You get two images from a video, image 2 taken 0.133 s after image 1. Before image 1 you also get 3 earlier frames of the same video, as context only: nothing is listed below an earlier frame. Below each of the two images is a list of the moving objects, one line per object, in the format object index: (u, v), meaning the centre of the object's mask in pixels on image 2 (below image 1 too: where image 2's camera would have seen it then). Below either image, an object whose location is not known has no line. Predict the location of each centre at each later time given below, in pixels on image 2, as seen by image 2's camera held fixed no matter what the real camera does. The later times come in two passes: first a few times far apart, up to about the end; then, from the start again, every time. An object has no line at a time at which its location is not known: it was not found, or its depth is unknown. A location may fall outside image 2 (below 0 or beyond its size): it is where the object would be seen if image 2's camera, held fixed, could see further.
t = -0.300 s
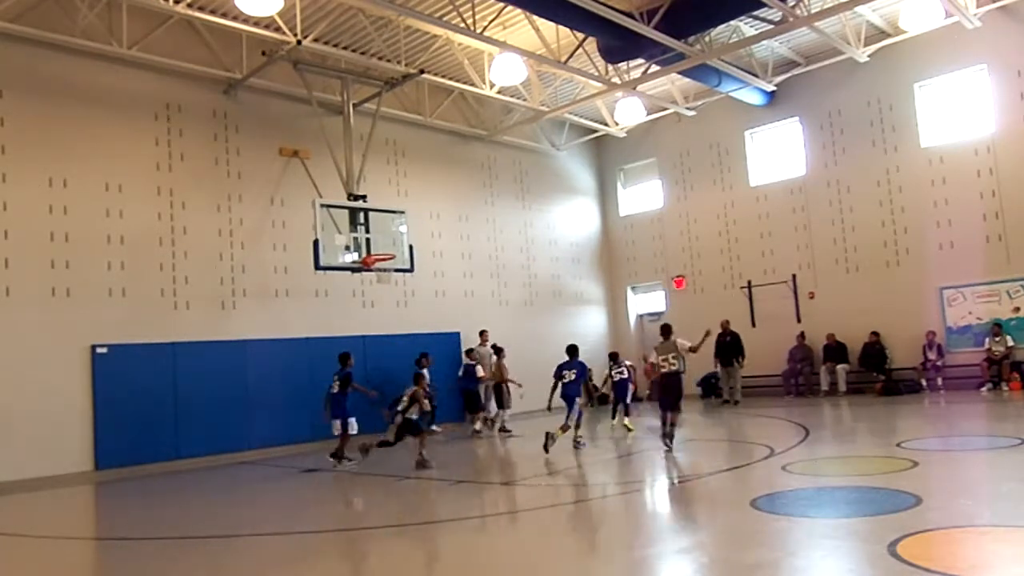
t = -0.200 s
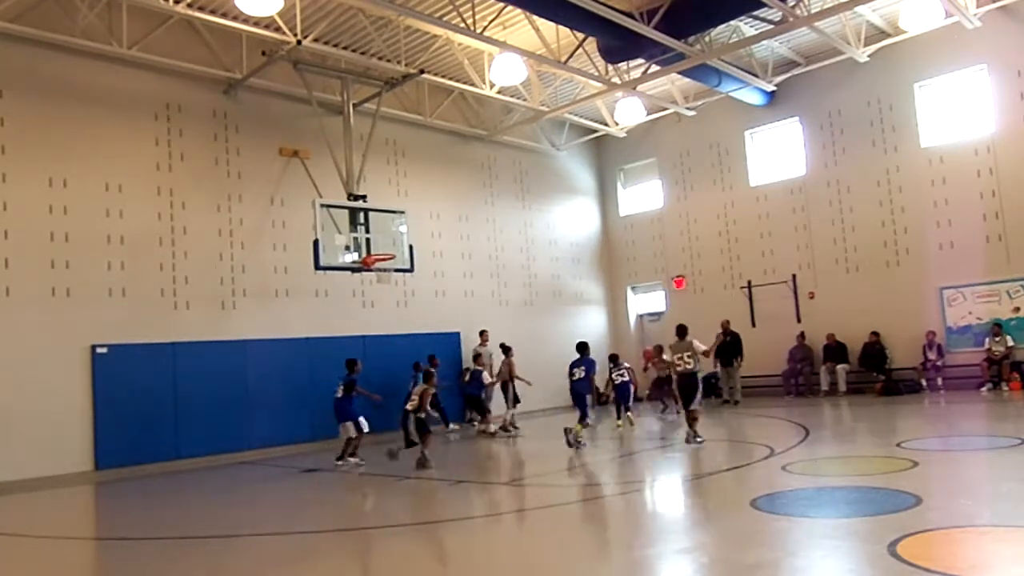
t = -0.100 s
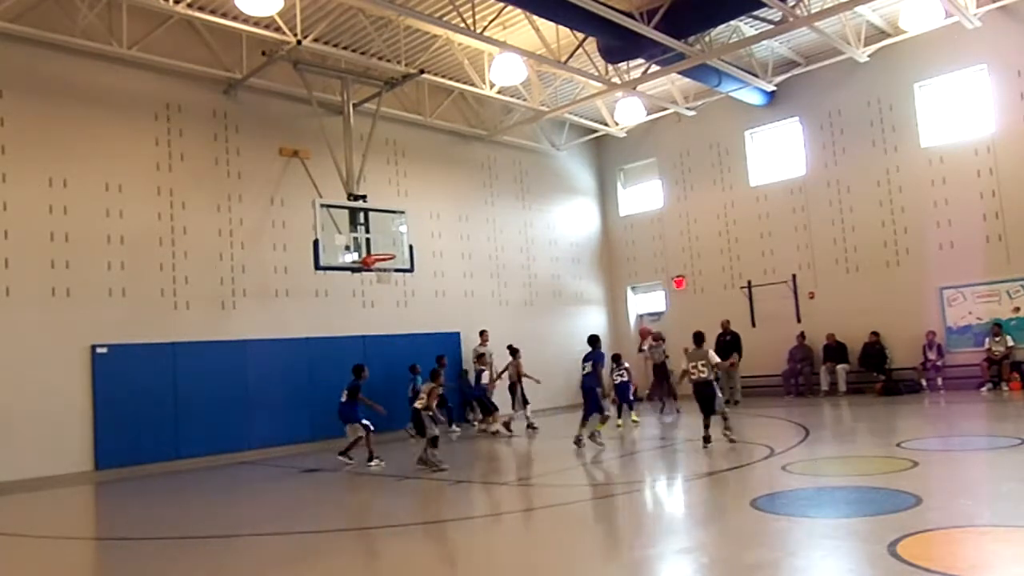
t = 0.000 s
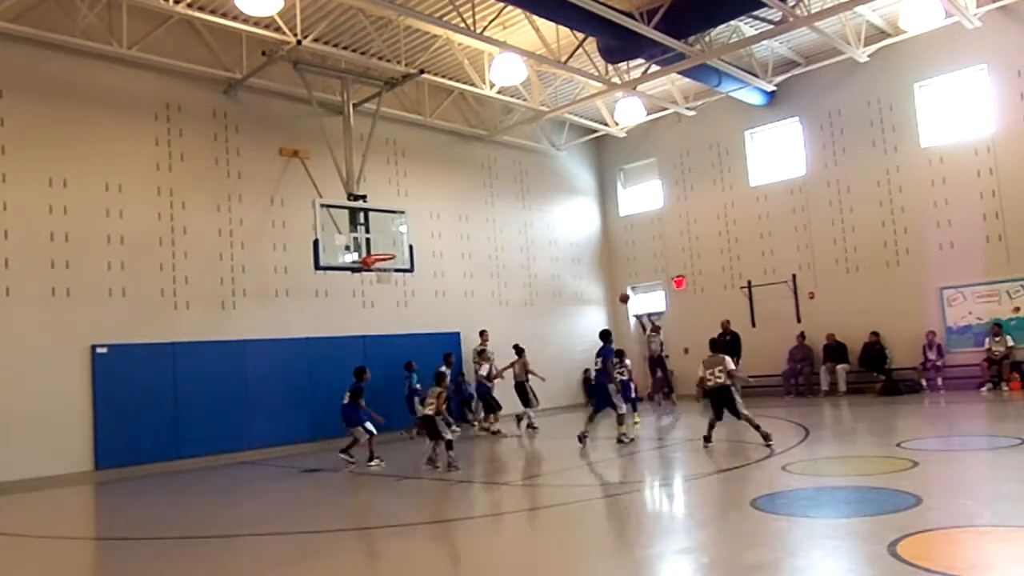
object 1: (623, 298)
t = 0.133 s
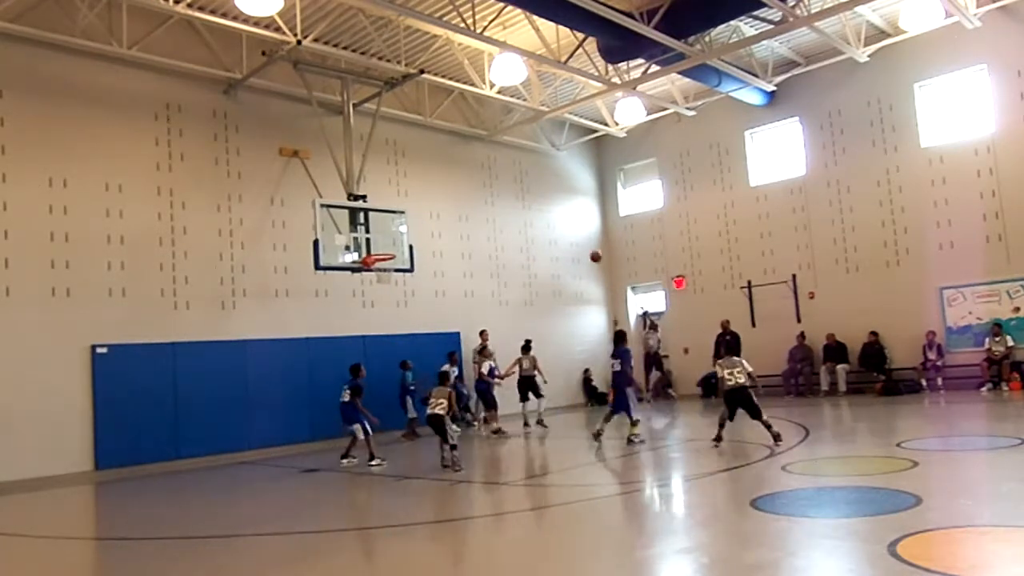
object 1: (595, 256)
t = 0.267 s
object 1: (567, 223)
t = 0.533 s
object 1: (512, 185)
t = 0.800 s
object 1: (458, 183)
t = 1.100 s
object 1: (397, 231)
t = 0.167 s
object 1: (588, 248)
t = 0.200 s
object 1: (581, 239)
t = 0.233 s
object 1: (574, 231)
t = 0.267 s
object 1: (567, 223)
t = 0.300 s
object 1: (560, 217)
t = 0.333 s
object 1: (553, 210)
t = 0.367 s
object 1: (546, 205)
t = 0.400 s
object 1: (540, 199)
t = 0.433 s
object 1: (532, 194)
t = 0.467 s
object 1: (526, 191)
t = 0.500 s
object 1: (519, 188)
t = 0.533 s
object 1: (512, 185)
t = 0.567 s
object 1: (505, 182)
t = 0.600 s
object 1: (498, 181)
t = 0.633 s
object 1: (492, 179)
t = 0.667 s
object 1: (485, 179)
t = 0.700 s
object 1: (478, 179)
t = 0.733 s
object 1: (471, 180)
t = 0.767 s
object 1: (465, 181)
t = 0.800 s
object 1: (458, 183)
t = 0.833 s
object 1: (451, 185)
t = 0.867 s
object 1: (444, 189)
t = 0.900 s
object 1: (438, 193)
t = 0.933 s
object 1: (431, 198)
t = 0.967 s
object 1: (424, 203)
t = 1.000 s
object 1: (418, 209)
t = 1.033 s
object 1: (411, 215)
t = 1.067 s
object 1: (405, 223)
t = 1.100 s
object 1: (397, 231)
